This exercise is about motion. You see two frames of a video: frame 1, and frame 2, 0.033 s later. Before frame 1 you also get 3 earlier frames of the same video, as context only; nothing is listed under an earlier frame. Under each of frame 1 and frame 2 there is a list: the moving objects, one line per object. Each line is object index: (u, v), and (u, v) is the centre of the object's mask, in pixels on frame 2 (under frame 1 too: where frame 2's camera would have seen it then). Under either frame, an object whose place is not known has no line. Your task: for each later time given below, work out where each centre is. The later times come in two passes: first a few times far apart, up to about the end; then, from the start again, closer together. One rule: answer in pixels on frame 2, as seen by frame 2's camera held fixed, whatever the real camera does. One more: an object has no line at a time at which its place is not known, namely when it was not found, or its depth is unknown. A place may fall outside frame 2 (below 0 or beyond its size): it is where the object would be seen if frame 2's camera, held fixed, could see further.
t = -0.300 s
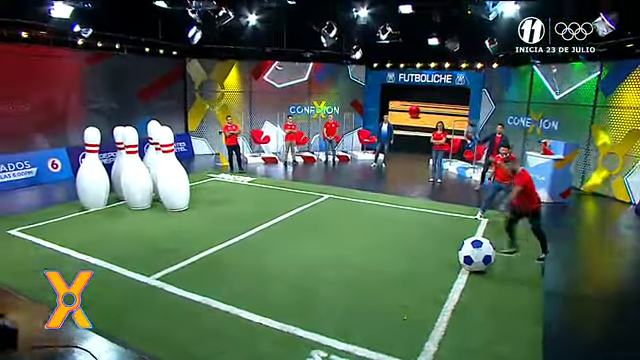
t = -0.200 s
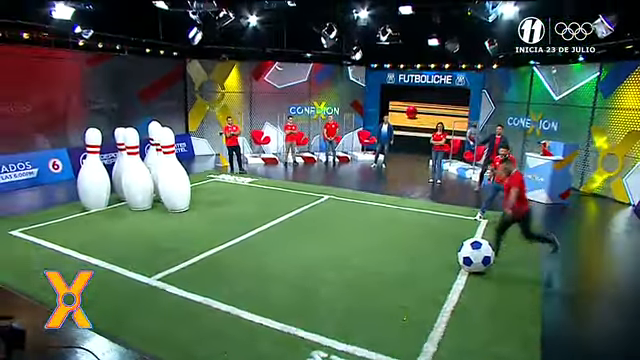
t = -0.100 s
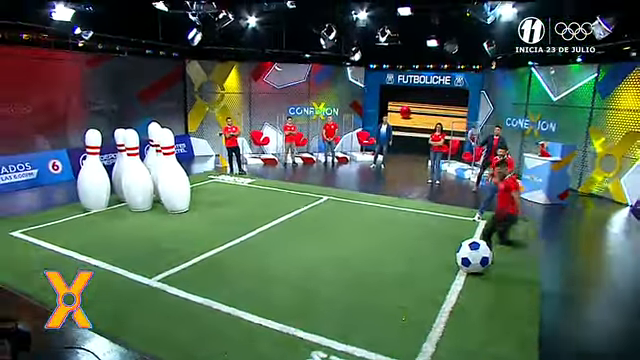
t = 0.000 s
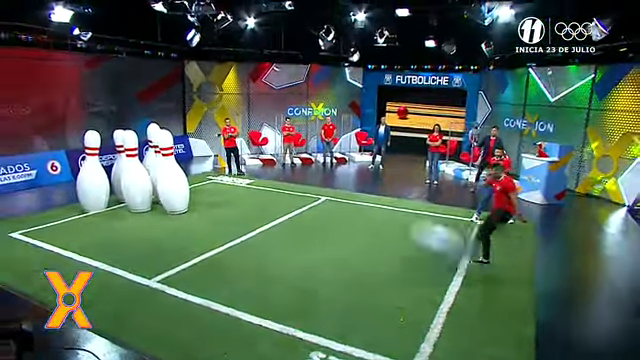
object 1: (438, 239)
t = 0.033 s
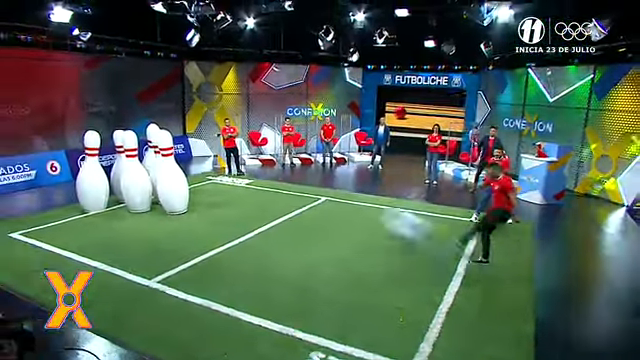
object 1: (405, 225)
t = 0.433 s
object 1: (162, 150)
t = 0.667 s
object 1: (114, 161)
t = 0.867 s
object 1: (85, 166)
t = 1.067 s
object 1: (56, 184)
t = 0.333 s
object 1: (204, 161)
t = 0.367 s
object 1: (192, 160)
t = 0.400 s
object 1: (177, 155)
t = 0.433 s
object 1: (162, 150)
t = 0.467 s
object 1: (152, 150)
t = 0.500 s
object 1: (145, 155)
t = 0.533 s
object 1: (140, 159)
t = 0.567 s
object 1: (131, 163)
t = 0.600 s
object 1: (127, 164)
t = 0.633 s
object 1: (121, 161)
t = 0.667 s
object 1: (114, 161)
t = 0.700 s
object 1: (108, 156)
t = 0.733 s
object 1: (104, 159)
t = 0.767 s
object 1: (99, 162)
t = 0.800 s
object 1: (94, 162)
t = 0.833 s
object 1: (90, 164)
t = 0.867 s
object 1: (85, 166)
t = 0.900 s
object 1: (78, 167)
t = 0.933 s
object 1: (74, 169)
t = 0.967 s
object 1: (69, 171)
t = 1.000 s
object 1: (66, 174)
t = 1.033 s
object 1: (62, 179)
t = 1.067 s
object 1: (56, 184)
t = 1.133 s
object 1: (49, 193)
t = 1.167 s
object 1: (44, 199)
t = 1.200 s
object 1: (39, 205)
